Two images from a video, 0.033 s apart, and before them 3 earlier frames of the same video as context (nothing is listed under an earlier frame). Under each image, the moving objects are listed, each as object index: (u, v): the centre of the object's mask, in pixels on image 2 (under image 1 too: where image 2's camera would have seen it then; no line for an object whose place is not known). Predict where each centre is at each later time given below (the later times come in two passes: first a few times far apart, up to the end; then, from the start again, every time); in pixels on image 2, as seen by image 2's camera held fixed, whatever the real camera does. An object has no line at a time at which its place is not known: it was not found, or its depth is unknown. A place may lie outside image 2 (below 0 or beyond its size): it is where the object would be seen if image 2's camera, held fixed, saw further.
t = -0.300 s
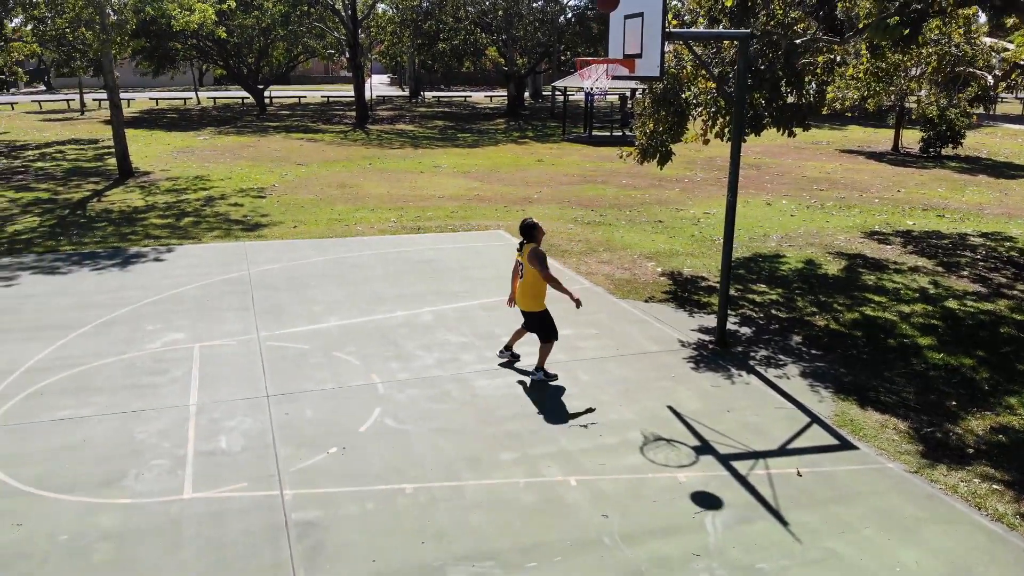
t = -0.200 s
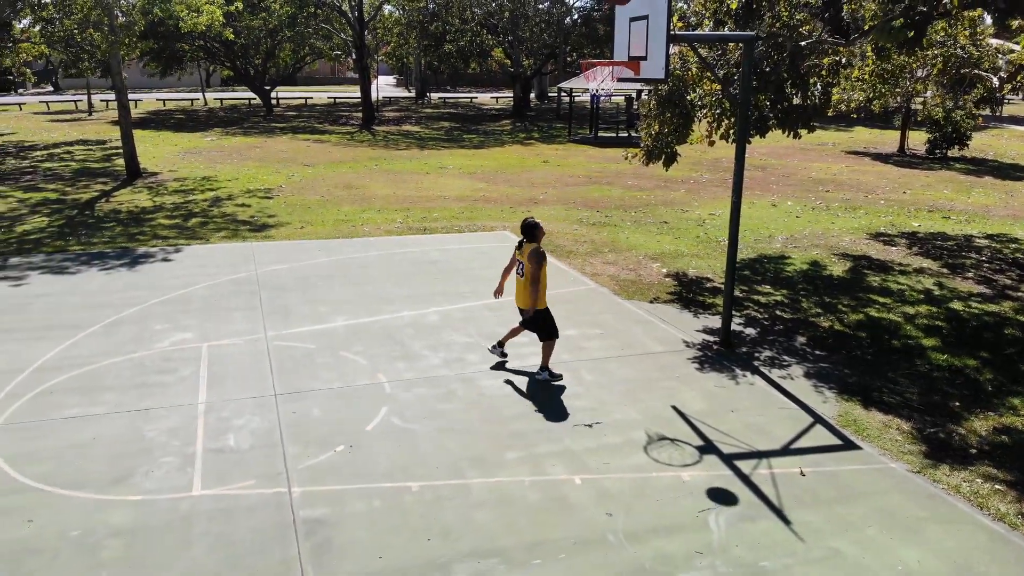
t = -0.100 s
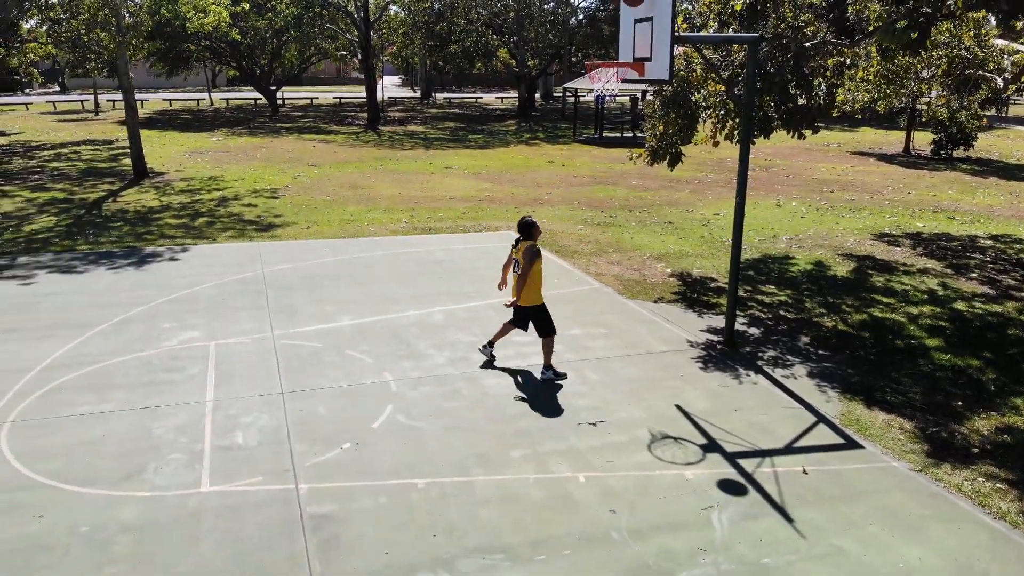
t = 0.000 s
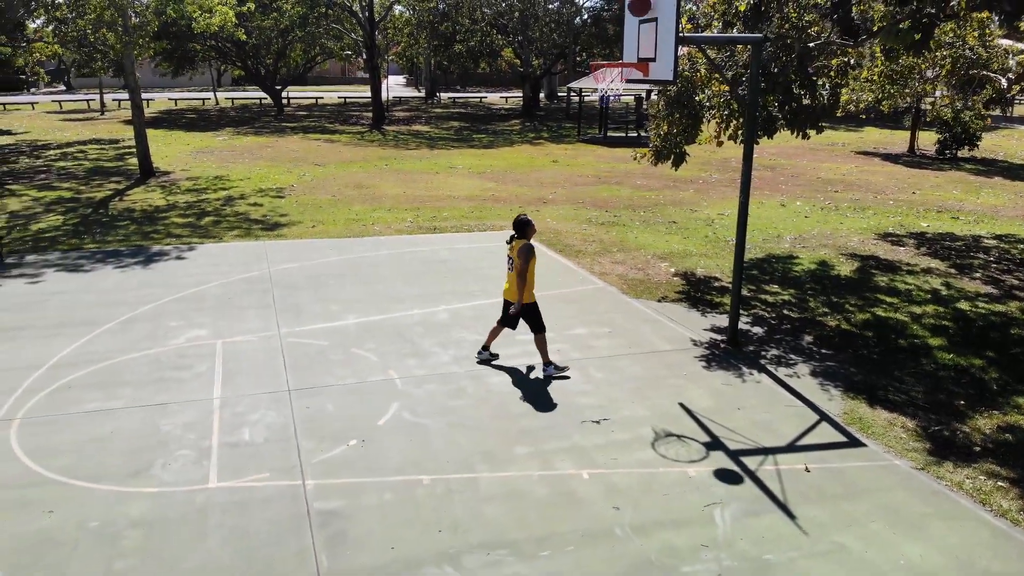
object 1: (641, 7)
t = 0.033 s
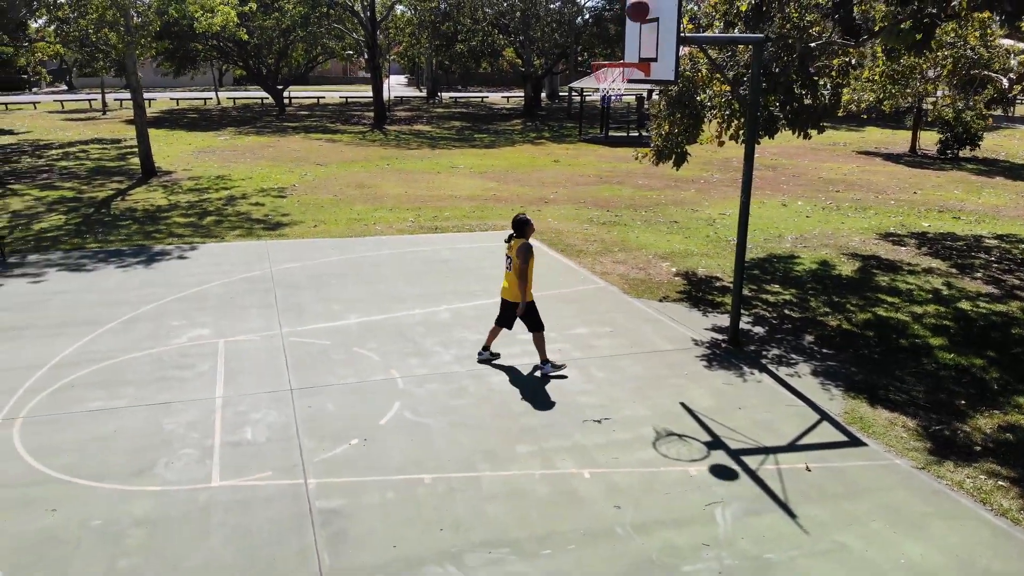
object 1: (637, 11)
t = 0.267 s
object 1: (613, 75)
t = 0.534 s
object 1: (589, 182)
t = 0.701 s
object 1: (575, 271)
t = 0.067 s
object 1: (634, 16)
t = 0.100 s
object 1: (631, 23)
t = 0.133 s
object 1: (628, 32)
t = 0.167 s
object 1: (624, 41)
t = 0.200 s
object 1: (620, 51)
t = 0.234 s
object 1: (617, 63)
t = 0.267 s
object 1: (613, 75)
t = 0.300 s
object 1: (611, 89)
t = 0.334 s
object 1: (608, 101)
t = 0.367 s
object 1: (604, 112)
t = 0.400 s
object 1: (601, 124)
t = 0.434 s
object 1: (598, 137)
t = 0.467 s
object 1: (595, 151)
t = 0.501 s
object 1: (593, 167)
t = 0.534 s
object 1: (589, 182)
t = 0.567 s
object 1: (586, 199)
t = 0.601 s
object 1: (583, 216)
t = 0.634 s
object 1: (581, 234)
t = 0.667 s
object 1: (578, 252)
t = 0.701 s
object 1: (575, 271)
